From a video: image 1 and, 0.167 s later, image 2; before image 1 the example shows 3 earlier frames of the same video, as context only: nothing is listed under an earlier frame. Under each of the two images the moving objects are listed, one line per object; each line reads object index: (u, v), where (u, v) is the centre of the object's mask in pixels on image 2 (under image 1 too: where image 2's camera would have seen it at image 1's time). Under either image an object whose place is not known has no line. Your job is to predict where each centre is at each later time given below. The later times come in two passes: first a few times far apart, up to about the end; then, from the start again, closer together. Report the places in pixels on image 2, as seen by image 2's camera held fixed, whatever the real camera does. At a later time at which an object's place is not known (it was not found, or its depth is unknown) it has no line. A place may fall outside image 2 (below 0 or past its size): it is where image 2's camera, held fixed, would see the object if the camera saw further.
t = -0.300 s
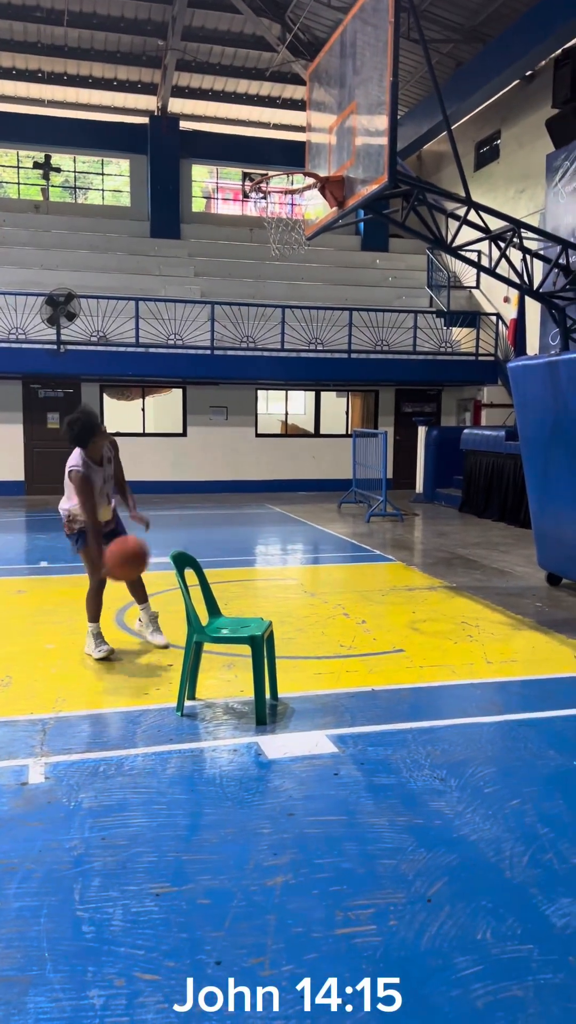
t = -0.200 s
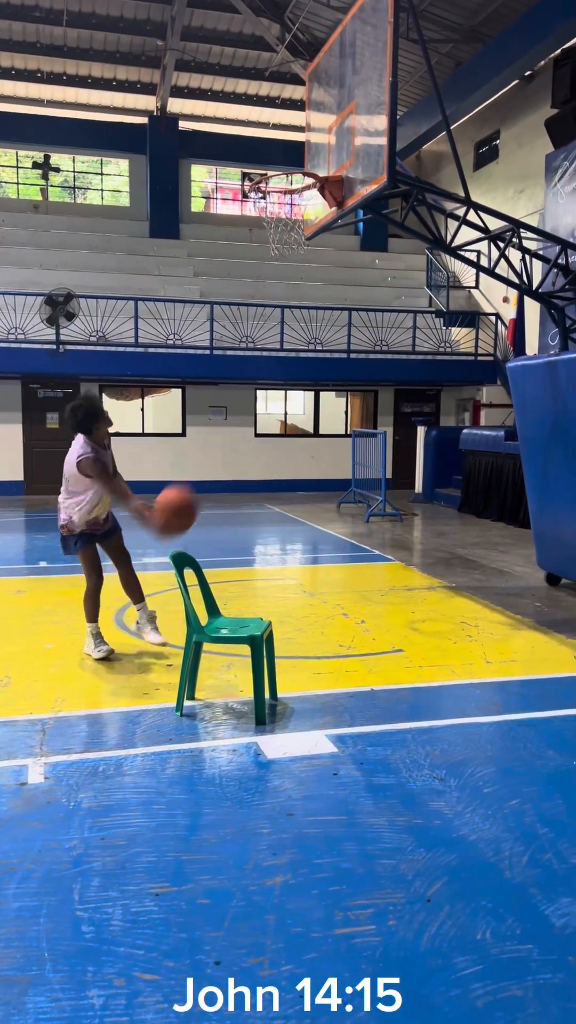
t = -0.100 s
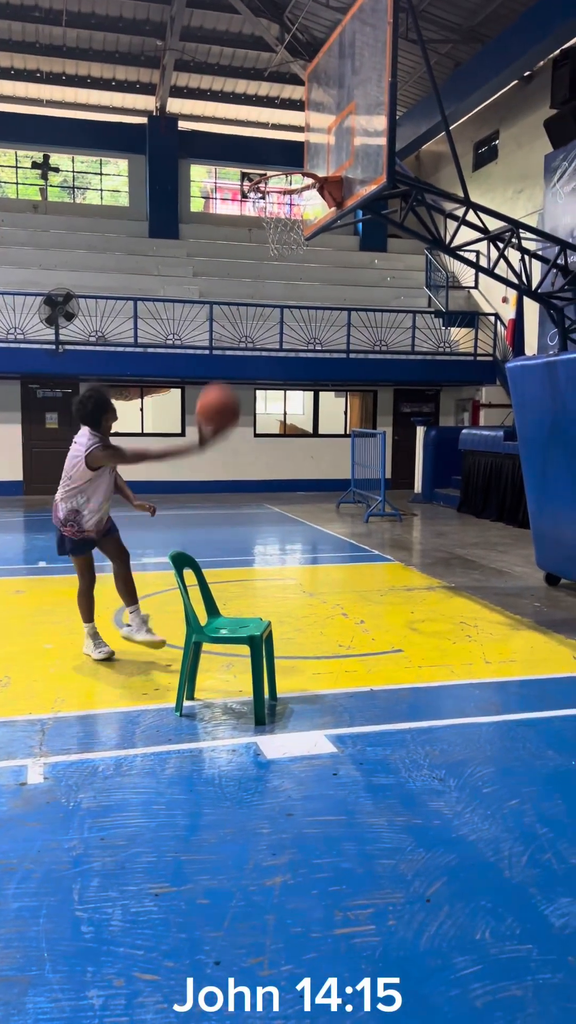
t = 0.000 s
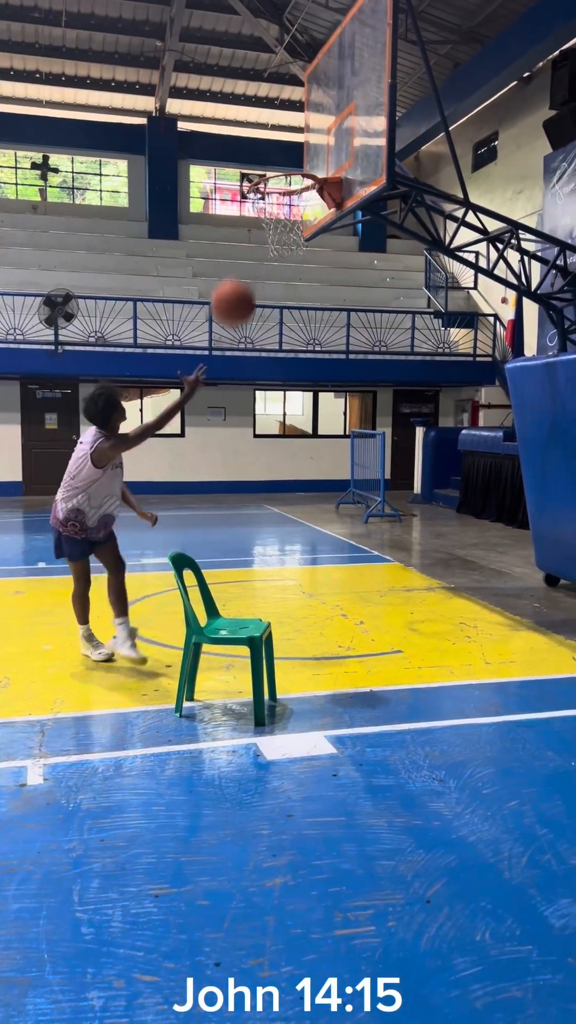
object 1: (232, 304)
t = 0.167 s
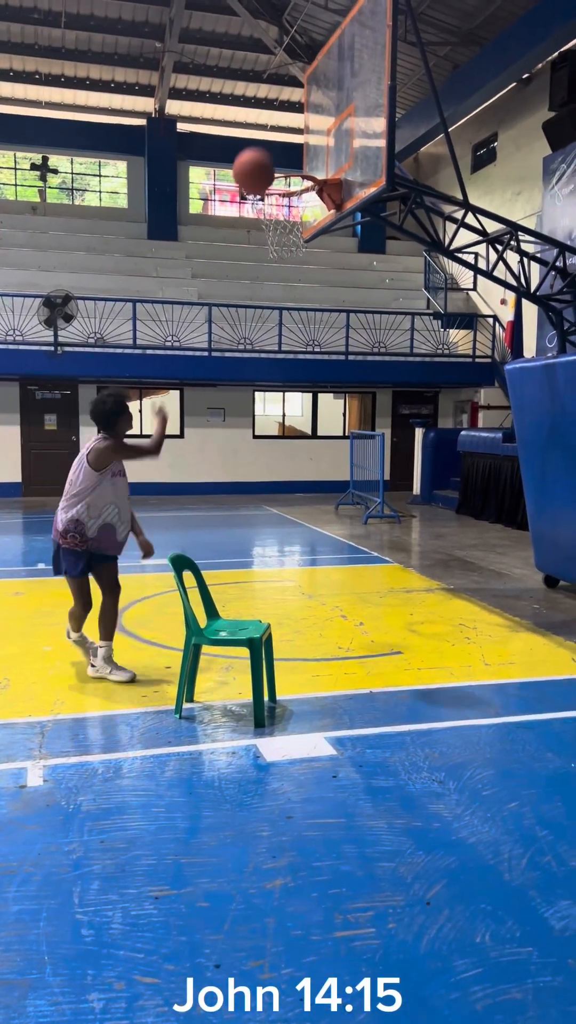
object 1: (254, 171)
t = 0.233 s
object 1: (261, 139)
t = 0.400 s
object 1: (282, 85)
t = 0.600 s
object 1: (303, 89)
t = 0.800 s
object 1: (321, 153)
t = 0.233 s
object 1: (261, 139)
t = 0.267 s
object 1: (265, 122)
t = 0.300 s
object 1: (270, 109)
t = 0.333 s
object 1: (273, 98)
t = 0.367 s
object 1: (277, 90)
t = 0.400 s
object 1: (282, 85)
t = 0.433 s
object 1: (286, 81)
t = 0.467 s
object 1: (289, 79)
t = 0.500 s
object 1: (293, 79)
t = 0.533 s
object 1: (296, 80)
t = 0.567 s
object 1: (299, 84)
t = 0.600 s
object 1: (303, 89)
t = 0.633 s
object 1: (306, 96)
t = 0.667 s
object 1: (309, 103)
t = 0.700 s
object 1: (312, 113)
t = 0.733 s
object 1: (315, 124)
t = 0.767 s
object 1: (318, 139)
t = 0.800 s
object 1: (321, 153)
